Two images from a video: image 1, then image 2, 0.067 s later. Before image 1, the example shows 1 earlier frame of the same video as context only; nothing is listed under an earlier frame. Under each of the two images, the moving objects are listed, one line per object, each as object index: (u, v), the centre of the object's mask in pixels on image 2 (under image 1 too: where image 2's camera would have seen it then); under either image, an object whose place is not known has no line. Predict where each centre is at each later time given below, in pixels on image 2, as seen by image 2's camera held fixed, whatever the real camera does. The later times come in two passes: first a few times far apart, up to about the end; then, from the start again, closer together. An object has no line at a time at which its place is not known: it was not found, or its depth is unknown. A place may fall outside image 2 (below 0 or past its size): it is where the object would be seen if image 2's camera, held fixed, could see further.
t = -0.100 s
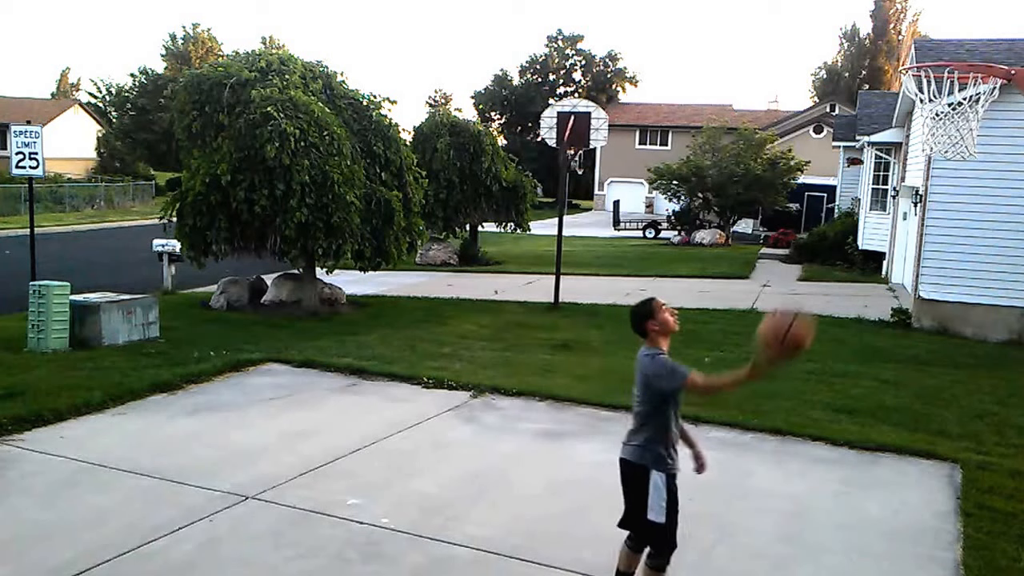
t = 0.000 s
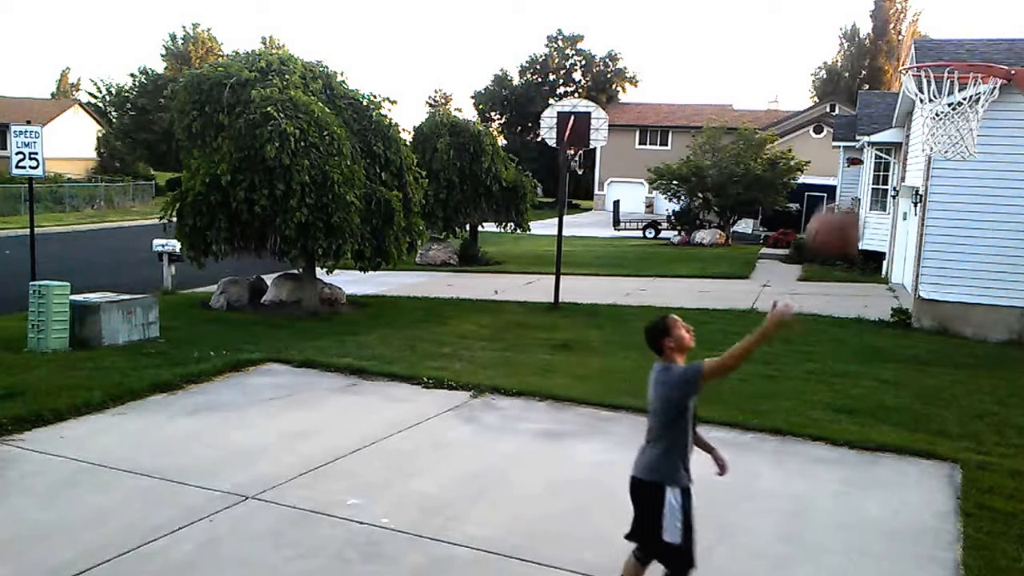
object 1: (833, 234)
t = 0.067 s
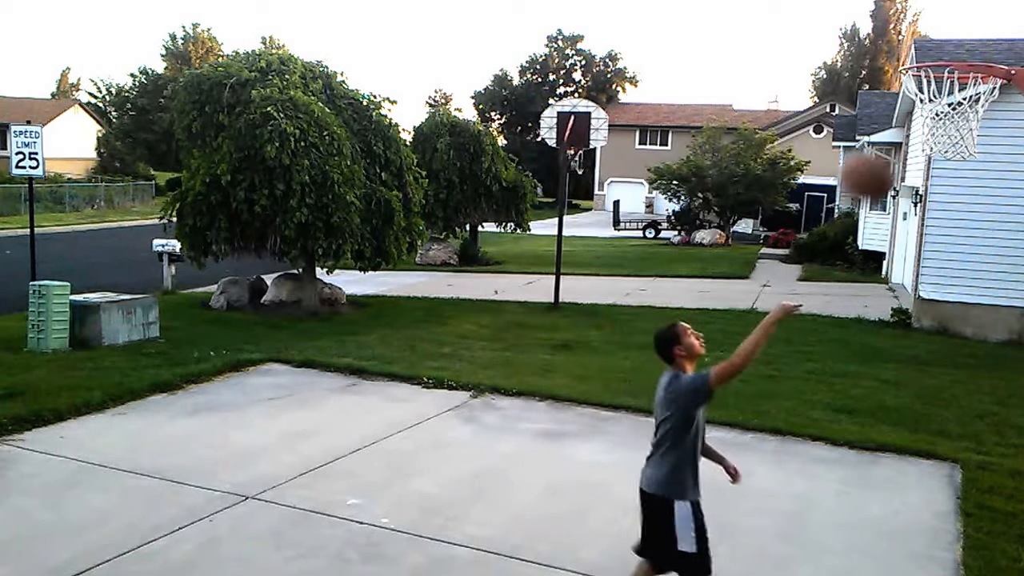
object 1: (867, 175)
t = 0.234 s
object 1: (944, 74)
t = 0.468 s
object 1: (1007, 37)
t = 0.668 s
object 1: (984, 62)
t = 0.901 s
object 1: (964, 182)
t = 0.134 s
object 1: (899, 127)
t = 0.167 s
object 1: (912, 109)
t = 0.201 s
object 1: (931, 89)
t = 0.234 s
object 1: (944, 74)
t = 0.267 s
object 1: (961, 62)
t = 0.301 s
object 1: (973, 53)
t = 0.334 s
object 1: (988, 45)
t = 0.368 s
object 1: (1001, 40)
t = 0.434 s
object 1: (1009, 38)
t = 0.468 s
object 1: (1007, 37)
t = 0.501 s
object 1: (1001, 40)
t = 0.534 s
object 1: (994, 45)
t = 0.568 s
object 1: (987, 52)
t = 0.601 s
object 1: (986, 53)
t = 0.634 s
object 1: (986, 56)
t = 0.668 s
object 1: (984, 62)
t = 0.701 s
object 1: (982, 70)
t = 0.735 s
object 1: (980, 80)
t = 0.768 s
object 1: (978, 95)
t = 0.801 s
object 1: (975, 114)
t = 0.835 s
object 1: (971, 134)
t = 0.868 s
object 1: (968, 156)
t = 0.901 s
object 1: (964, 182)
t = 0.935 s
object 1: (960, 208)
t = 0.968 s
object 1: (955, 241)
